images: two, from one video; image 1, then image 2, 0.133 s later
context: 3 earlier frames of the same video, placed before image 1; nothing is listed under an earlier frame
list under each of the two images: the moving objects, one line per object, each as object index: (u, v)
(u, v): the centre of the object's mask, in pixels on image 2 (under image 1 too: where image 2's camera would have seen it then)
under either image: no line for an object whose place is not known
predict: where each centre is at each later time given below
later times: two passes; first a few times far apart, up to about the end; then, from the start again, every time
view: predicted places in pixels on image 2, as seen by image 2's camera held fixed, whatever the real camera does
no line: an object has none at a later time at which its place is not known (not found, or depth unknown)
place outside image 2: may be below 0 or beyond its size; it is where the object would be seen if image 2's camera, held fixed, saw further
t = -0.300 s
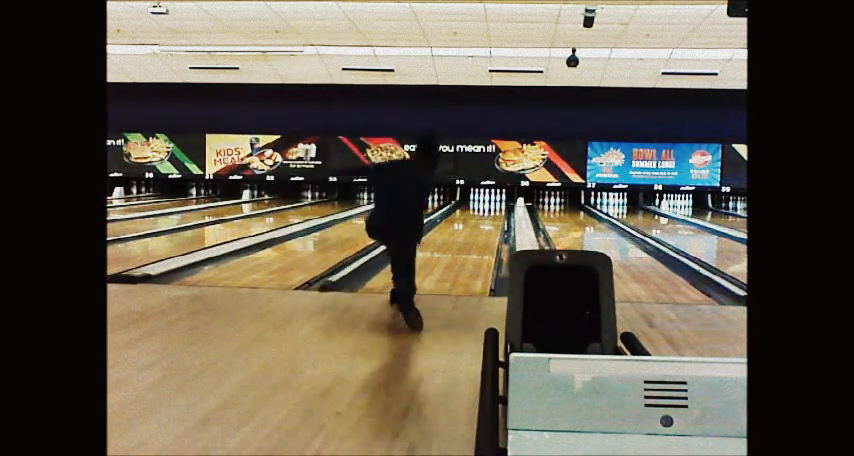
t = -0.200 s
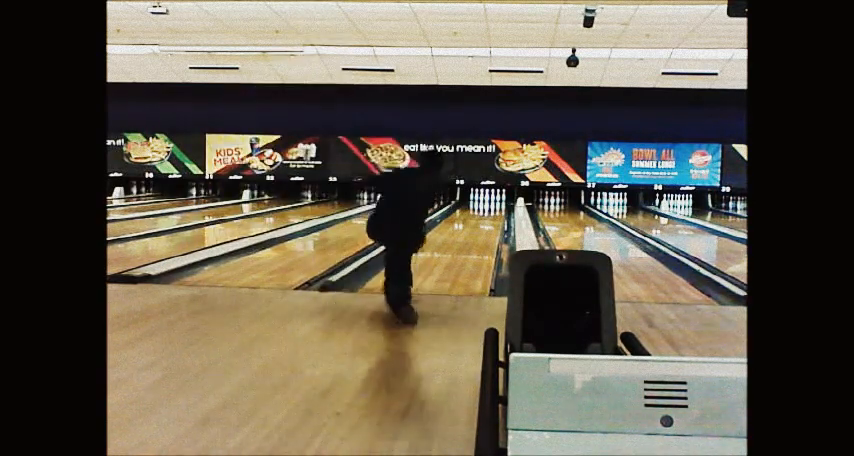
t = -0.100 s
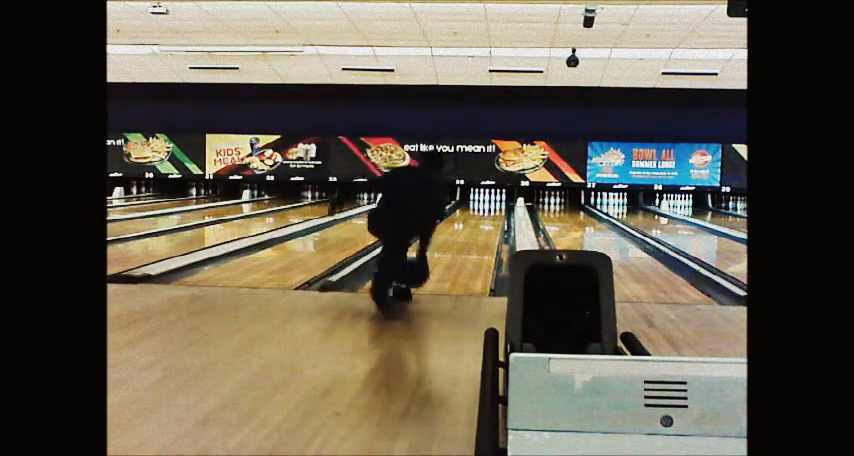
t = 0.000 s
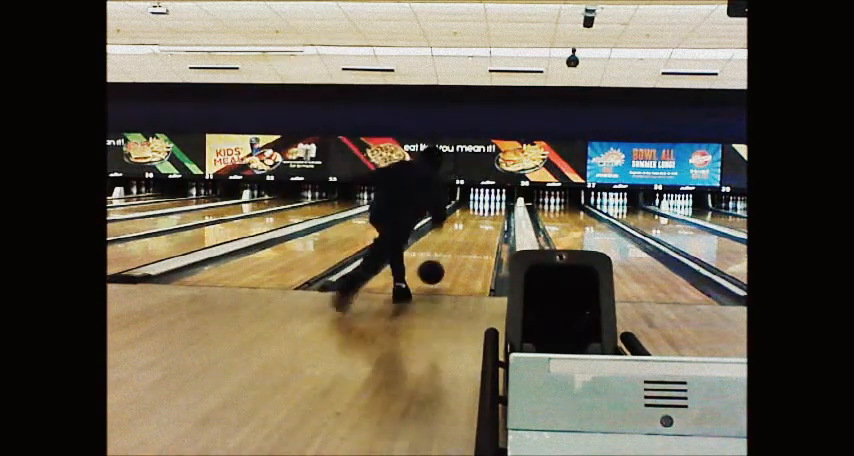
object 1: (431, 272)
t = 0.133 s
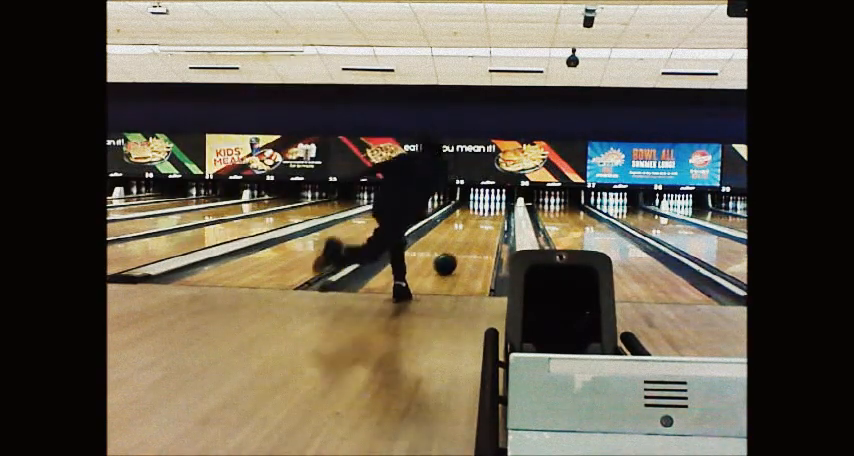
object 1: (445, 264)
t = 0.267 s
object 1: (455, 253)
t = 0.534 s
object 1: (471, 239)
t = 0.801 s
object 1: (481, 228)
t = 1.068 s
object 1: (487, 221)
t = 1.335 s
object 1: (491, 215)
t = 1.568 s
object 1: (493, 211)
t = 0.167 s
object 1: (448, 261)
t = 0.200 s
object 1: (451, 258)
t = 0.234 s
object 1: (453, 256)
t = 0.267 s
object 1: (455, 253)
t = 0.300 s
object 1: (458, 251)
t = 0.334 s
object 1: (460, 249)
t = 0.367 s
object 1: (462, 247)
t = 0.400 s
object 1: (464, 245)
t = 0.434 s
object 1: (466, 244)
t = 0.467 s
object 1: (467, 242)
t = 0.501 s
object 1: (469, 241)
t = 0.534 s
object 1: (471, 239)
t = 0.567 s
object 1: (472, 237)
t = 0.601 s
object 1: (474, 235)
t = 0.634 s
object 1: (475, 234)
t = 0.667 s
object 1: (476, 233)
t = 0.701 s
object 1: (477, 231)
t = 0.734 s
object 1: (478, 231)
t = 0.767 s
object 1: (480, 230)
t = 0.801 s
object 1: (481, 228)
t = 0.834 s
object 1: (482, 227)
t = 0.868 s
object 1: (483, 226)
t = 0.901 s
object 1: (483, 225)
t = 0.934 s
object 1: (484, 224)
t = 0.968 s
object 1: (485, 223)
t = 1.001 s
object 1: (486, 222)
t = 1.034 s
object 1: (487, 221)
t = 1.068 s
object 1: (487, 221)
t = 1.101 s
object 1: (488, 220)
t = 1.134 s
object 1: (489, 219)
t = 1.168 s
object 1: (489, 219)
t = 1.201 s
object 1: (489, 218)
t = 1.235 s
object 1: (490, 217)
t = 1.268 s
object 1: (491, 216)
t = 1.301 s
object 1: (491, 215)
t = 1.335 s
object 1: (491, 215)
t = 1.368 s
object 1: (492, 215)
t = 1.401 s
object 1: (492, 214)
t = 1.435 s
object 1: (493, 213)
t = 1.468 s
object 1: (493, 213)
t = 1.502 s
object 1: (493, 212)
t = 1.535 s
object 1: (493, 212)
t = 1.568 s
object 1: (493, 211)
